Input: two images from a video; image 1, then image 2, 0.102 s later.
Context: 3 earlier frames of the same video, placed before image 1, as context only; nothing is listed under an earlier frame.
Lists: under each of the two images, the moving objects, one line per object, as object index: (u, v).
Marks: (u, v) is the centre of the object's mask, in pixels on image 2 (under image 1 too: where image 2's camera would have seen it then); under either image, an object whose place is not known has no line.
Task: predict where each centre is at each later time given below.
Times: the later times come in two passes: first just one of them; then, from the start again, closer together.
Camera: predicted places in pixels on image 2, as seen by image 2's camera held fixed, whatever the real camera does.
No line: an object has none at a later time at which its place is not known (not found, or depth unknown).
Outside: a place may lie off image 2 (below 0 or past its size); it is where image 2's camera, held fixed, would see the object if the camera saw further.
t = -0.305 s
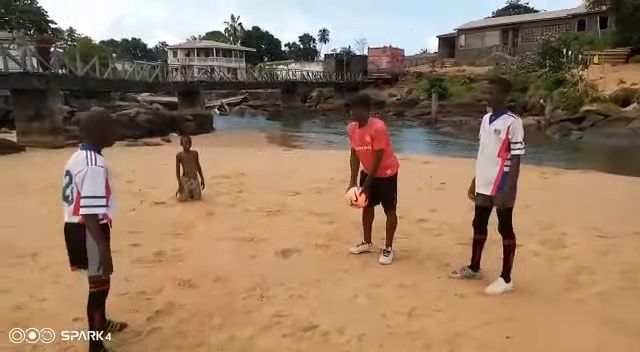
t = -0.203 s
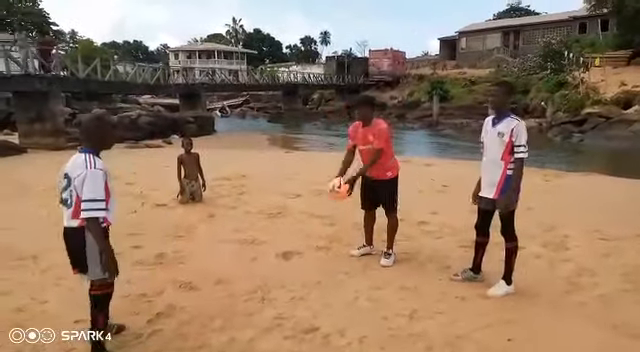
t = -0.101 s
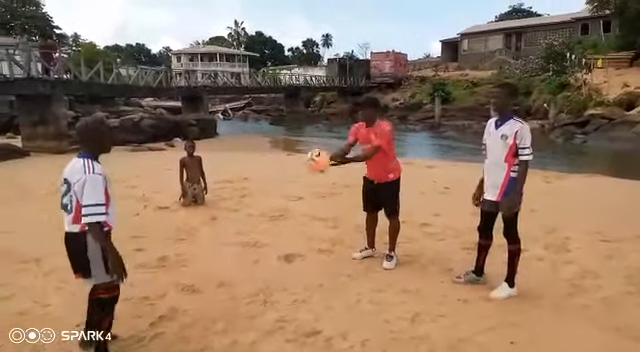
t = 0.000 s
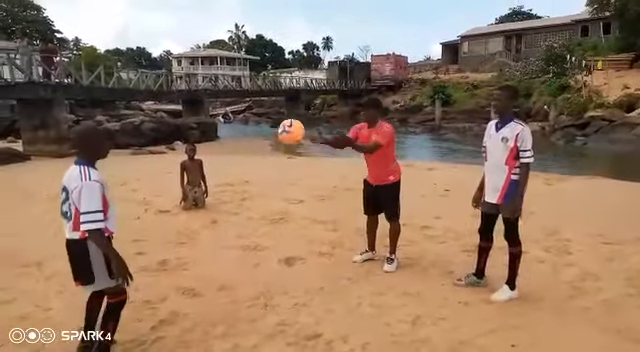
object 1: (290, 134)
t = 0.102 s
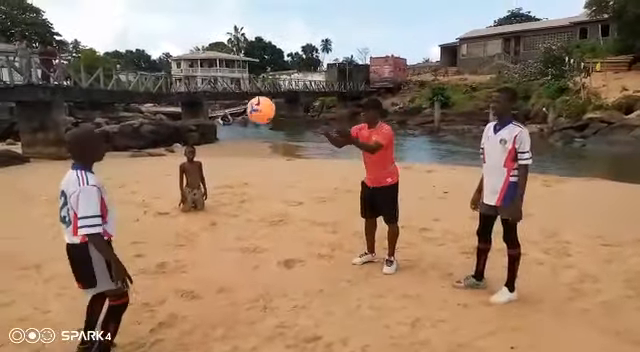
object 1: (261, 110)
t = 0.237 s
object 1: (217, 94)
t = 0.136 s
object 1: (251, 104)
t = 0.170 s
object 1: (239, 99)
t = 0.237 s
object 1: (217, 94)
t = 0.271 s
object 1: (205, 94)
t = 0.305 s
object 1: (193, 95)
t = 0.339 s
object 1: (180, 98)
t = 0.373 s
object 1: (168, 102)
